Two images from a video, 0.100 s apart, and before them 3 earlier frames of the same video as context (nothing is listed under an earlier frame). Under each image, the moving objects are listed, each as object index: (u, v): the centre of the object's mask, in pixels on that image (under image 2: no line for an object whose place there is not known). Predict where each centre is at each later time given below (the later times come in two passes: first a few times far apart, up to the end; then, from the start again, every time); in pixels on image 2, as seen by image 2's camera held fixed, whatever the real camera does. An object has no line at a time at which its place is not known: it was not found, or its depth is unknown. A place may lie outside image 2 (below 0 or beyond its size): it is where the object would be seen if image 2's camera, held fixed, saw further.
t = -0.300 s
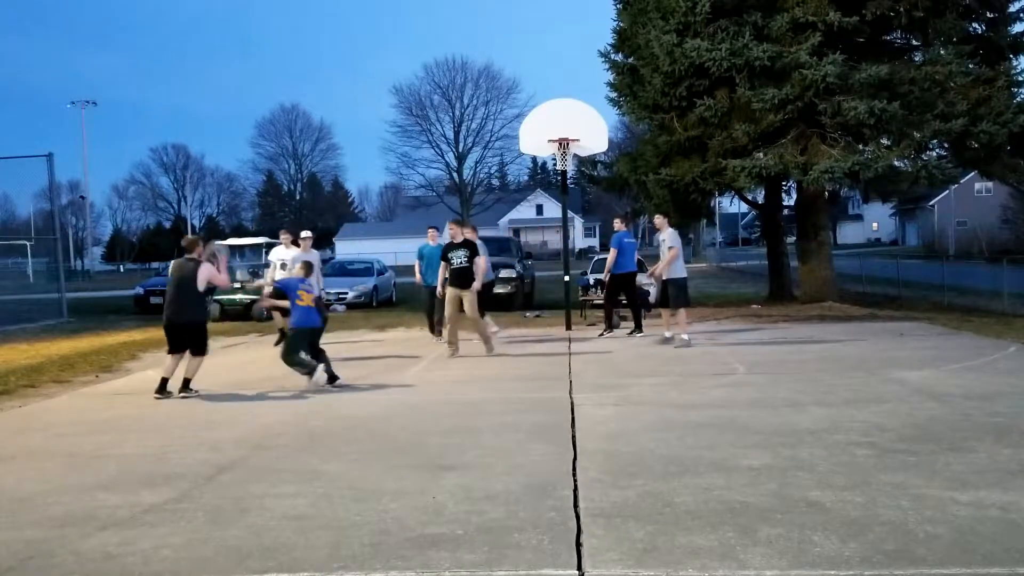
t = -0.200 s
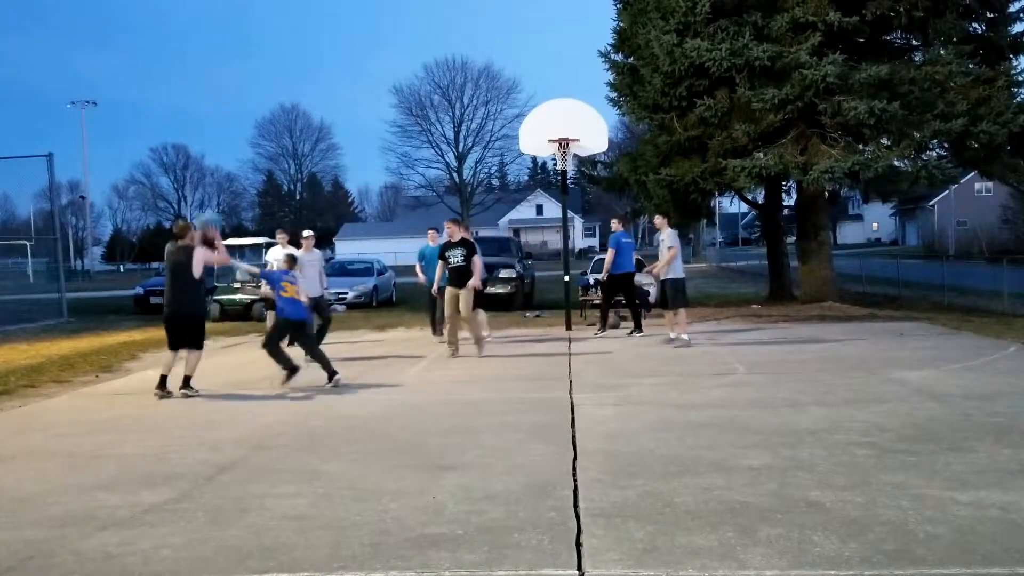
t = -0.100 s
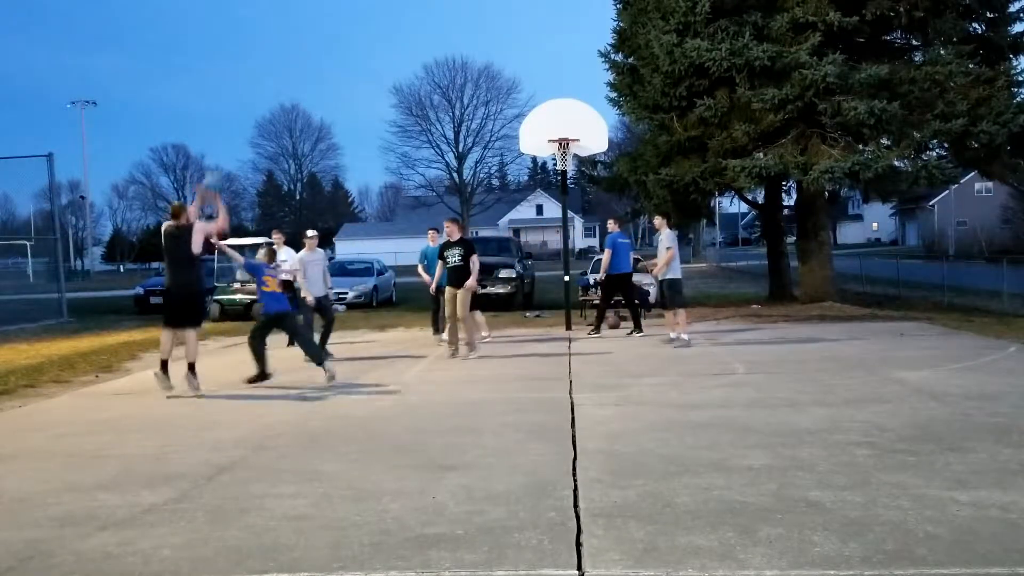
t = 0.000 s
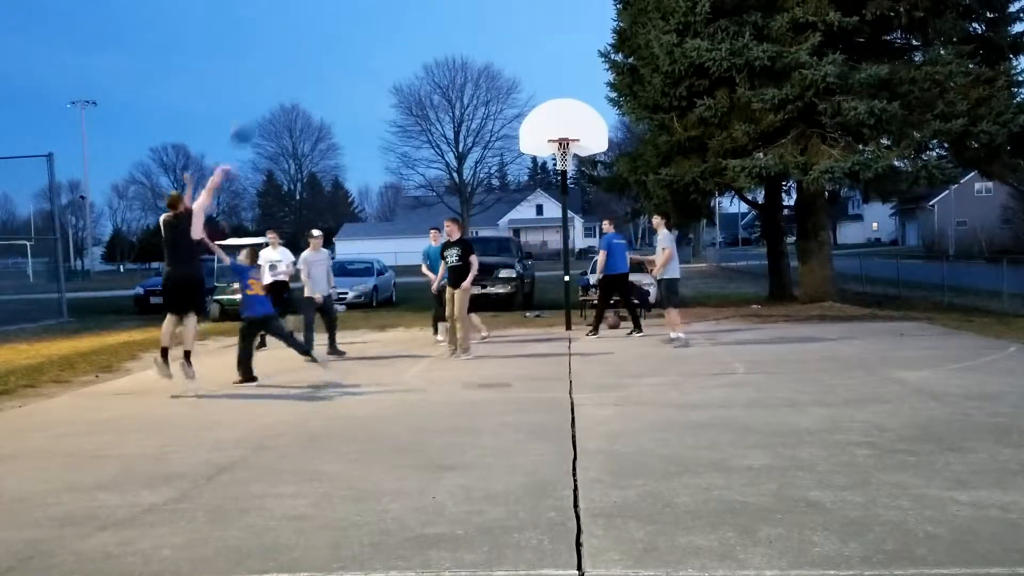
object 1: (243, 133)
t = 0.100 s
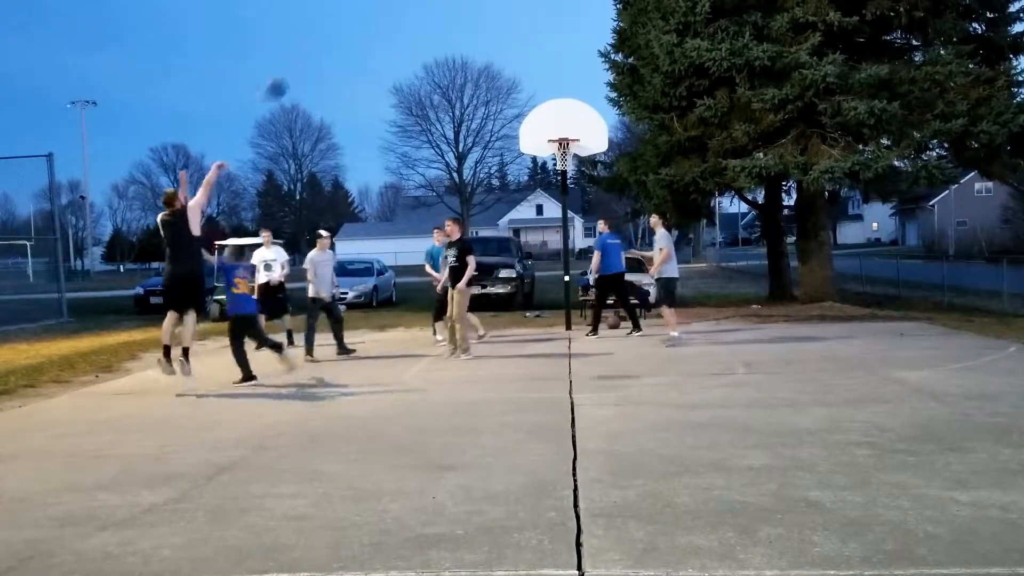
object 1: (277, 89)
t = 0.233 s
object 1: (319, 45)
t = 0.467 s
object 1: (387, 12)
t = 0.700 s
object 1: (447, 20)
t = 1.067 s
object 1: (527, 105)
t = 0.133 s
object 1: (287, 77)
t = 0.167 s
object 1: (298, 64)
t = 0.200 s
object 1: (308, 54)
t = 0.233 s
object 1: (319, 45)
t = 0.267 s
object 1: (330, 38)
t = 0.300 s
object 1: (339, 31)
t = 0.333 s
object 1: (349, 26)
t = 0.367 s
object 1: (359, 21)
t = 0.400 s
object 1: (369, 16)
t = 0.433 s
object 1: (378, 14)
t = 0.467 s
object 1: (387, 12)
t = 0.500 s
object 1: (396, 10)
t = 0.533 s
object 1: (404, 9)
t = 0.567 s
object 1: (413, 10)
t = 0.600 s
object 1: (422, 12)
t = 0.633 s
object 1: (431, 13)
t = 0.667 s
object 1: (439, 16)
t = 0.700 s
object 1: (447, 20)
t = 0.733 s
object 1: (455, 25)
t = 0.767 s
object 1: (462, 30)
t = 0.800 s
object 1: (470, 36)
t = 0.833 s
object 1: (478, 43)
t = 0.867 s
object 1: (485, 49)
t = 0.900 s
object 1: (492, 57)
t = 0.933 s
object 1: (499, 66)
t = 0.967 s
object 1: (507, 75)
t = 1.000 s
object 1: (514, 86)
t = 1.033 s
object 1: (521, 94)
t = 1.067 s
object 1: (527, 105)
